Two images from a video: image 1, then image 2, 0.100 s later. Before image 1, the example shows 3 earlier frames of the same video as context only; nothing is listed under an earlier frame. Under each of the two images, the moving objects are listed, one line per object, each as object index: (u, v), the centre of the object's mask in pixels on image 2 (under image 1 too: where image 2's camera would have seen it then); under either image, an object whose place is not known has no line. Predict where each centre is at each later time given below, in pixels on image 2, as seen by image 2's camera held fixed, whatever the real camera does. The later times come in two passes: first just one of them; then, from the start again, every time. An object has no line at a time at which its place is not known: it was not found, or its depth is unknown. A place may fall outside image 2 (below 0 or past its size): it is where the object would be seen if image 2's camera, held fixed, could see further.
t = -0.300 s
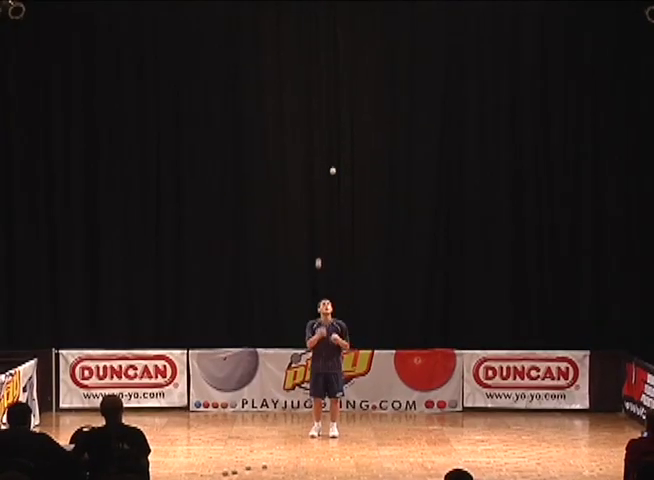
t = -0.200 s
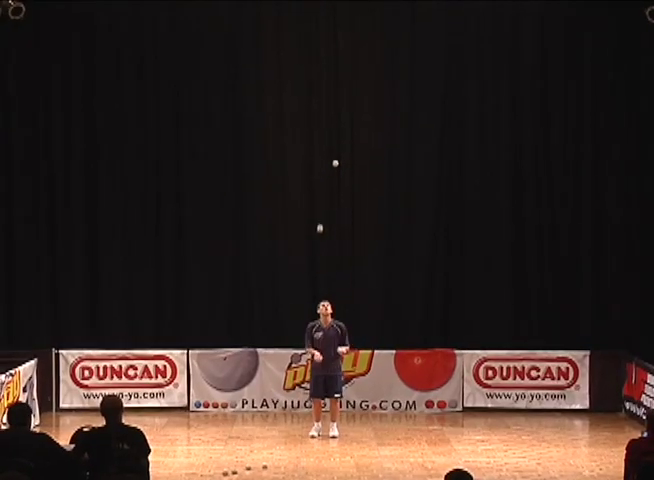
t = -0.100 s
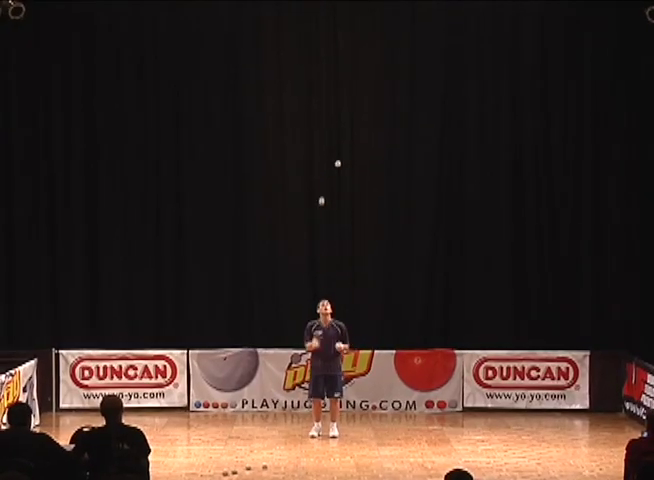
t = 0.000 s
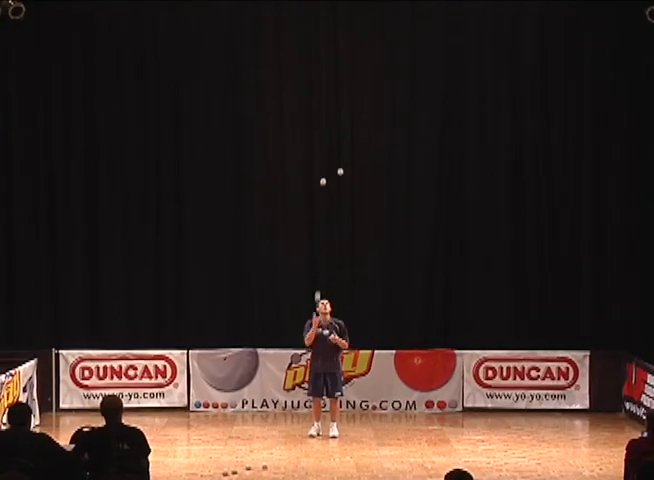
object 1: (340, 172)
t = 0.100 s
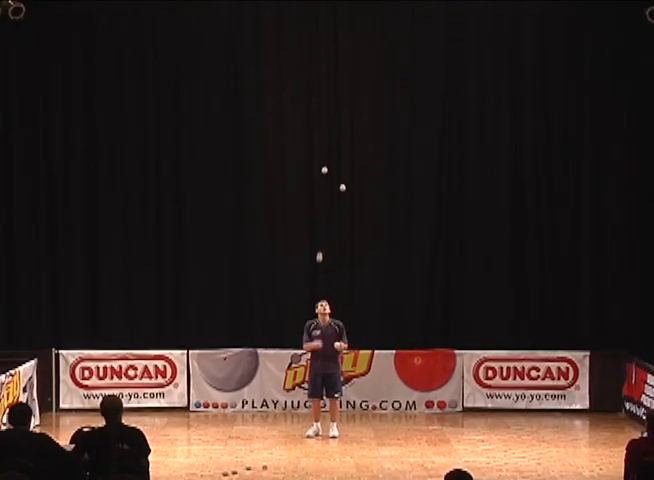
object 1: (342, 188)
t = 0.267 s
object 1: (346, 230)
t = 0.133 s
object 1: (343, 194)
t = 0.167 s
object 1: (344, 202)
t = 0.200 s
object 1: (345, 211)
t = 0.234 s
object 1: (346, 220)
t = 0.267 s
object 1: (346, 230)
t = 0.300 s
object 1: (347, 242)
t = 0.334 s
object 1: (348, 254)
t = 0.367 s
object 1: (349, 266)
